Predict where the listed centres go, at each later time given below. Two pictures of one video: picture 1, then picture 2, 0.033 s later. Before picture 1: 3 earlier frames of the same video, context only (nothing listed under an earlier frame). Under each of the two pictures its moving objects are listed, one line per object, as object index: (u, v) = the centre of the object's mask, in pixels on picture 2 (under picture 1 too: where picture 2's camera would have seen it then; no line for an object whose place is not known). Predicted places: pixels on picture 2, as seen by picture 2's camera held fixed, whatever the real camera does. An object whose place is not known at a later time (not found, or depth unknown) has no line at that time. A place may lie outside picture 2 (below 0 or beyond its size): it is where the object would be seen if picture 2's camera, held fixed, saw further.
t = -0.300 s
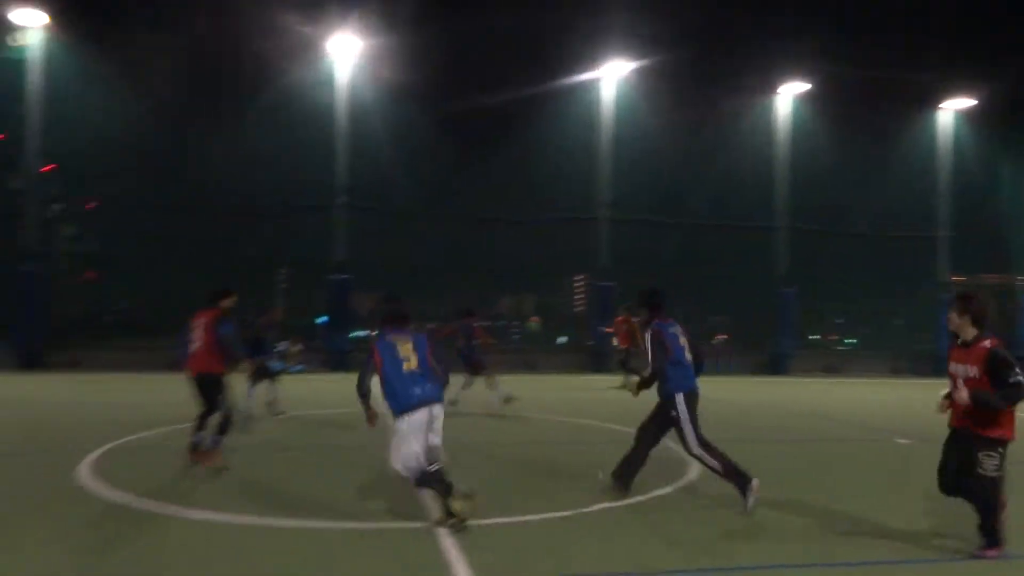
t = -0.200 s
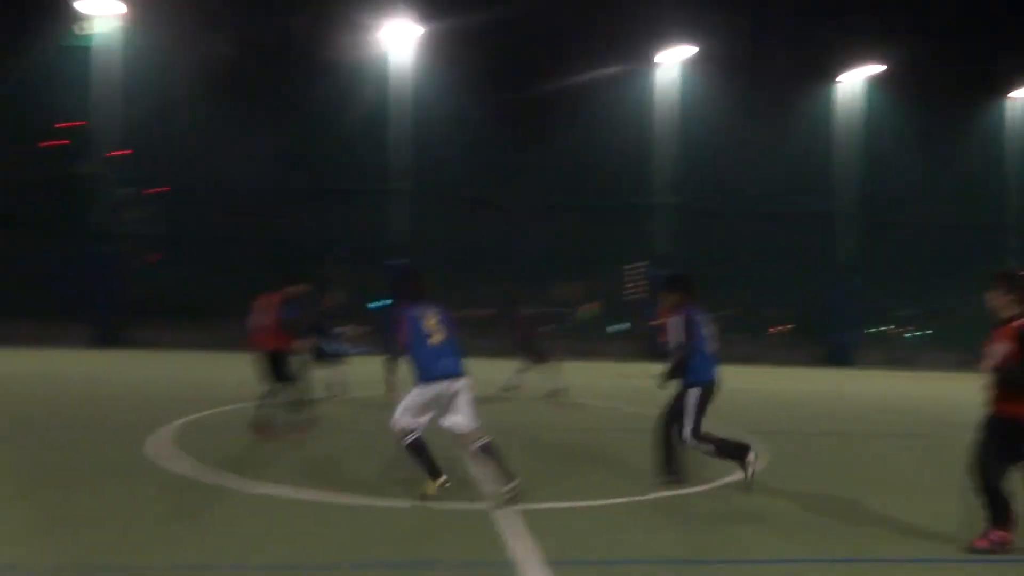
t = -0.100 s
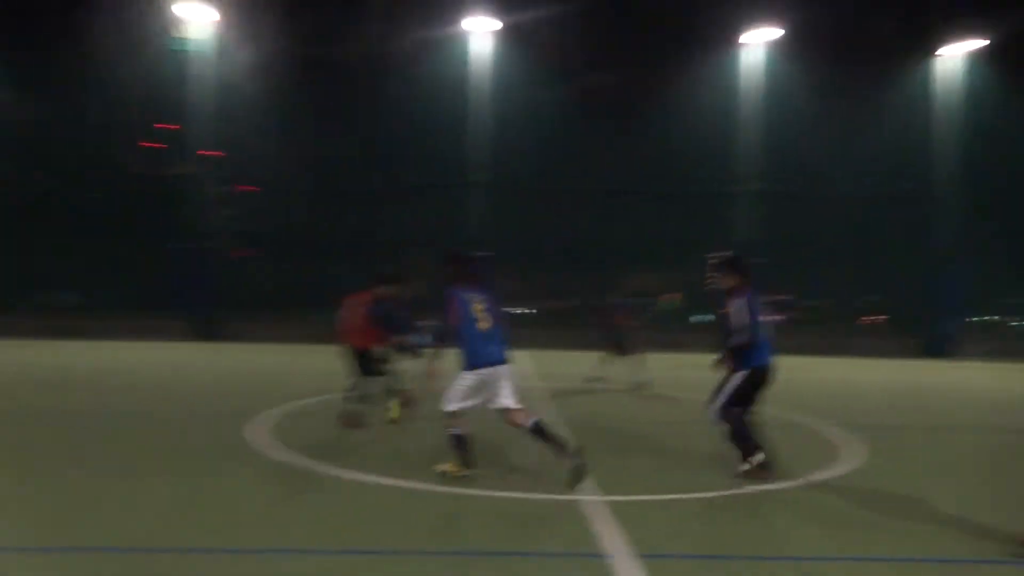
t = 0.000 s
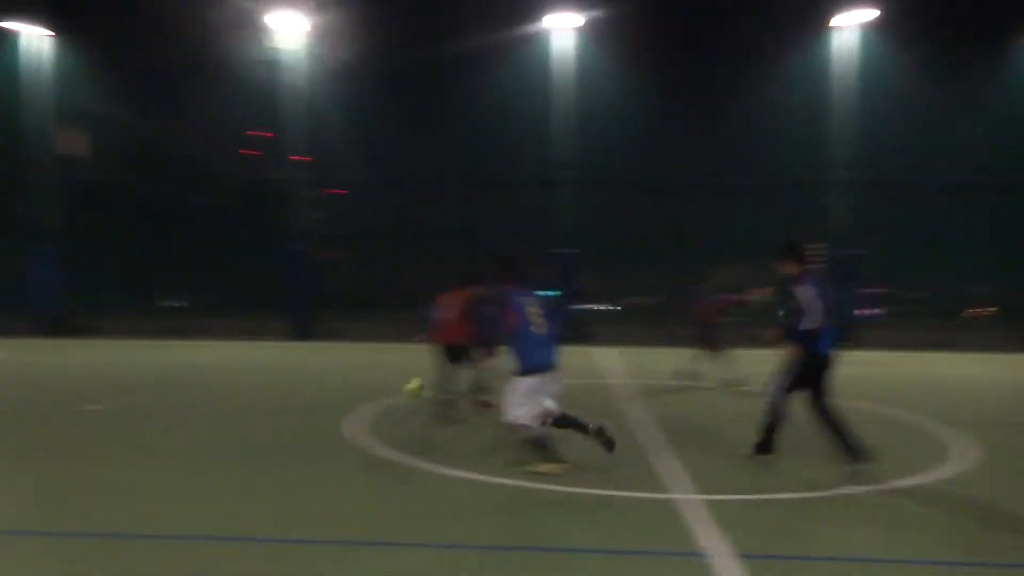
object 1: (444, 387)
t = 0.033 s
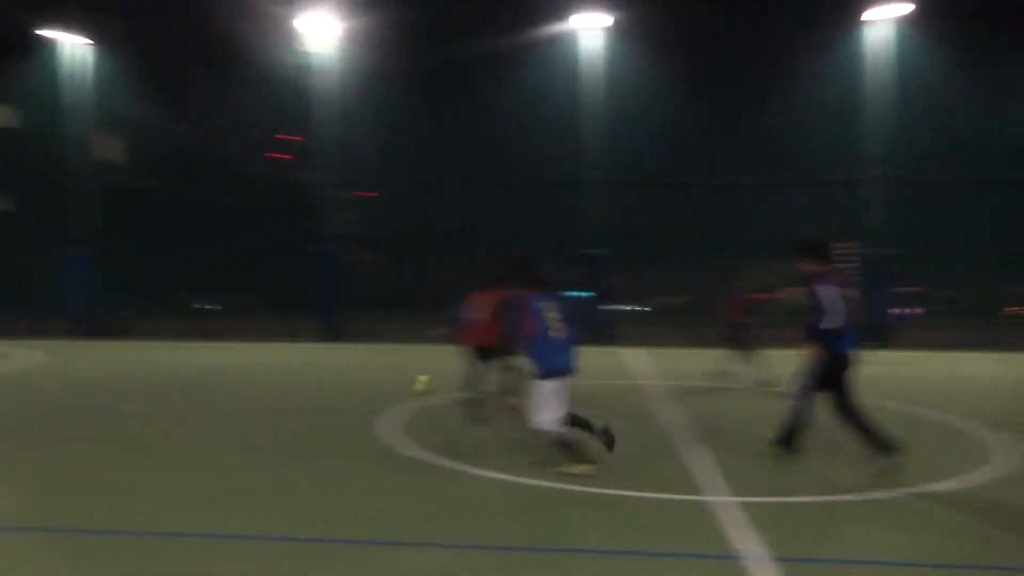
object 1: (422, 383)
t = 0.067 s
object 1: (400, 380)
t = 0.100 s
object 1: (378, 377)
